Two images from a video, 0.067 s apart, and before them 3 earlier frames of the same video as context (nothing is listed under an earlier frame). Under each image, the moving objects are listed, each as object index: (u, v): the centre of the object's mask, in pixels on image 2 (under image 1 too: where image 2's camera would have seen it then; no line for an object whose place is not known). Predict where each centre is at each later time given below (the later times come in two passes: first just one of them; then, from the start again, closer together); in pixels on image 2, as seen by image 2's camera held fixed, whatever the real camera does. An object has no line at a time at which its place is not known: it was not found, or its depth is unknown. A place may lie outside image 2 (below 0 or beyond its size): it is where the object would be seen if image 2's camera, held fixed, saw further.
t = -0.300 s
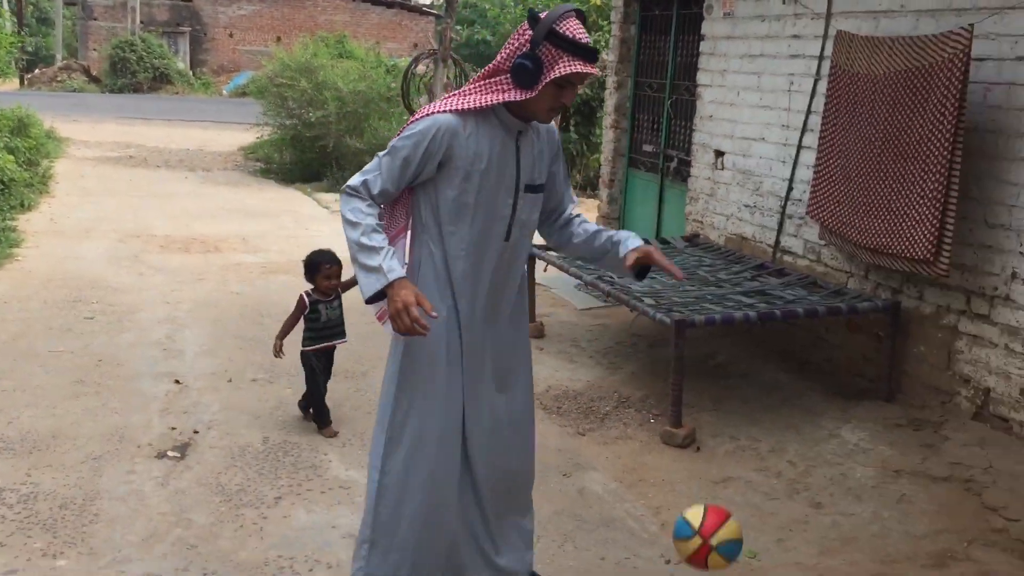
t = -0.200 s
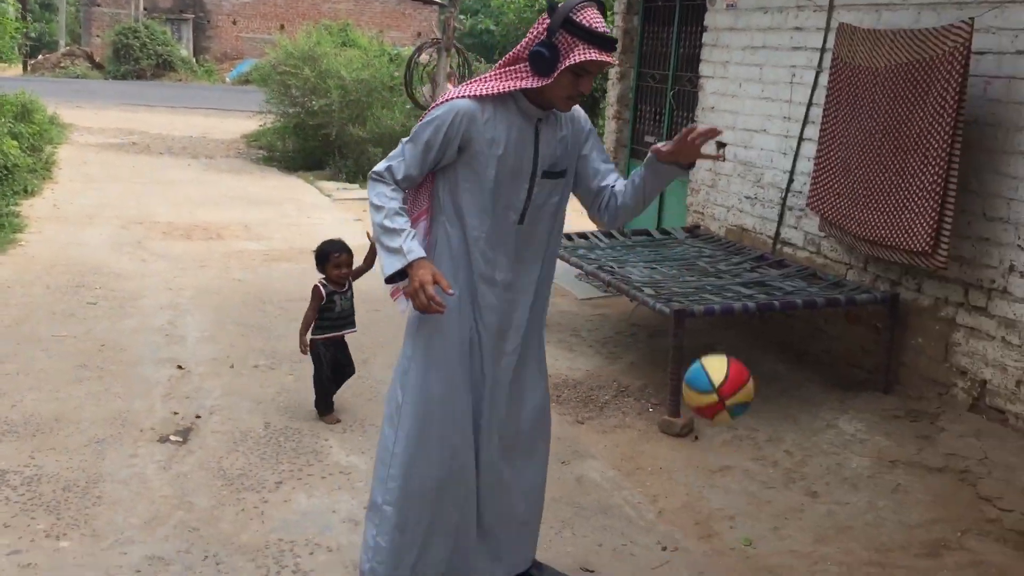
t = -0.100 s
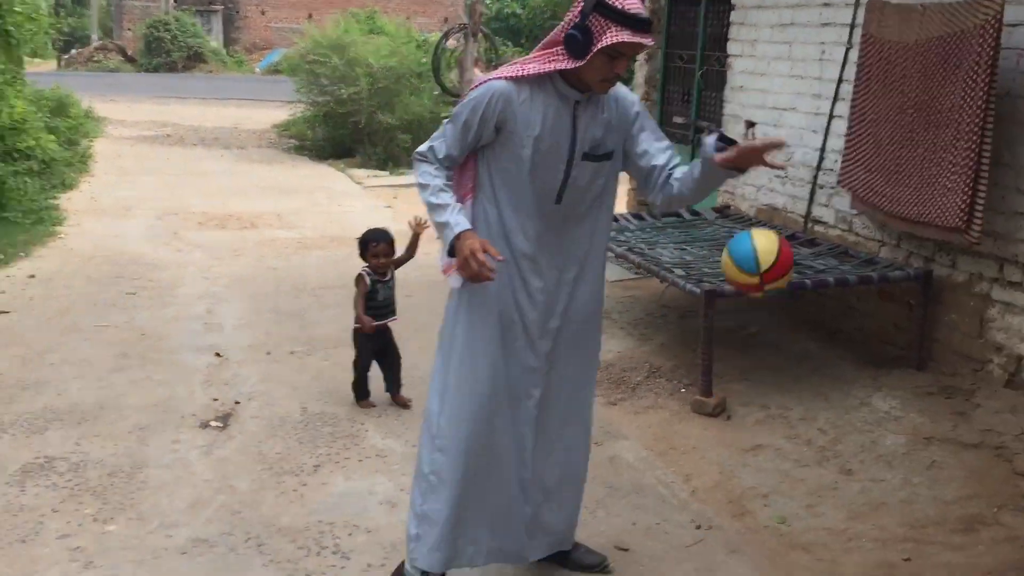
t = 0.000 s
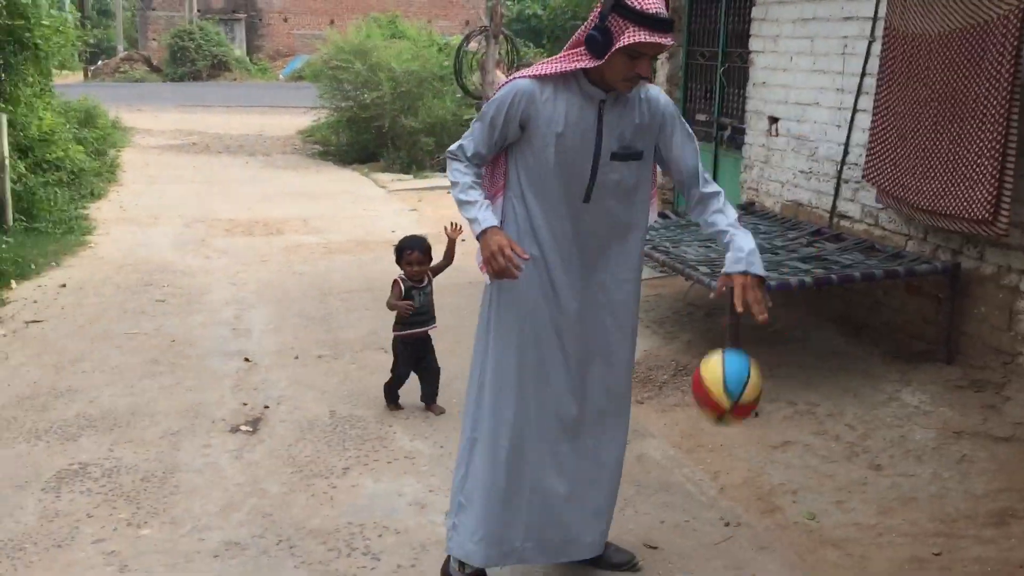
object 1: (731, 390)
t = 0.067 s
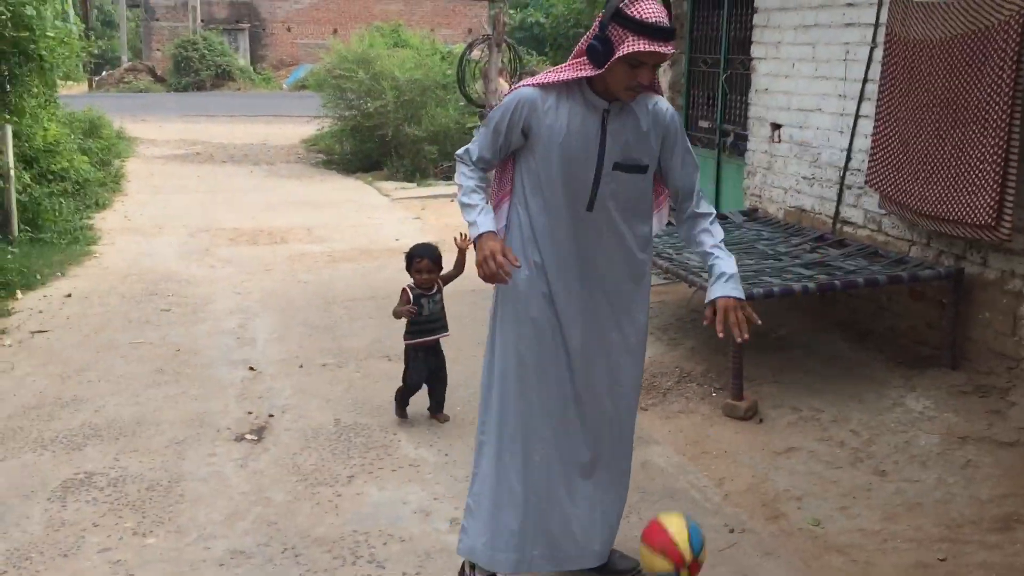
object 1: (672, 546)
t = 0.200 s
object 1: (590, 487)
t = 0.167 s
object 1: (610, 533)
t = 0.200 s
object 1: (590, 487)
